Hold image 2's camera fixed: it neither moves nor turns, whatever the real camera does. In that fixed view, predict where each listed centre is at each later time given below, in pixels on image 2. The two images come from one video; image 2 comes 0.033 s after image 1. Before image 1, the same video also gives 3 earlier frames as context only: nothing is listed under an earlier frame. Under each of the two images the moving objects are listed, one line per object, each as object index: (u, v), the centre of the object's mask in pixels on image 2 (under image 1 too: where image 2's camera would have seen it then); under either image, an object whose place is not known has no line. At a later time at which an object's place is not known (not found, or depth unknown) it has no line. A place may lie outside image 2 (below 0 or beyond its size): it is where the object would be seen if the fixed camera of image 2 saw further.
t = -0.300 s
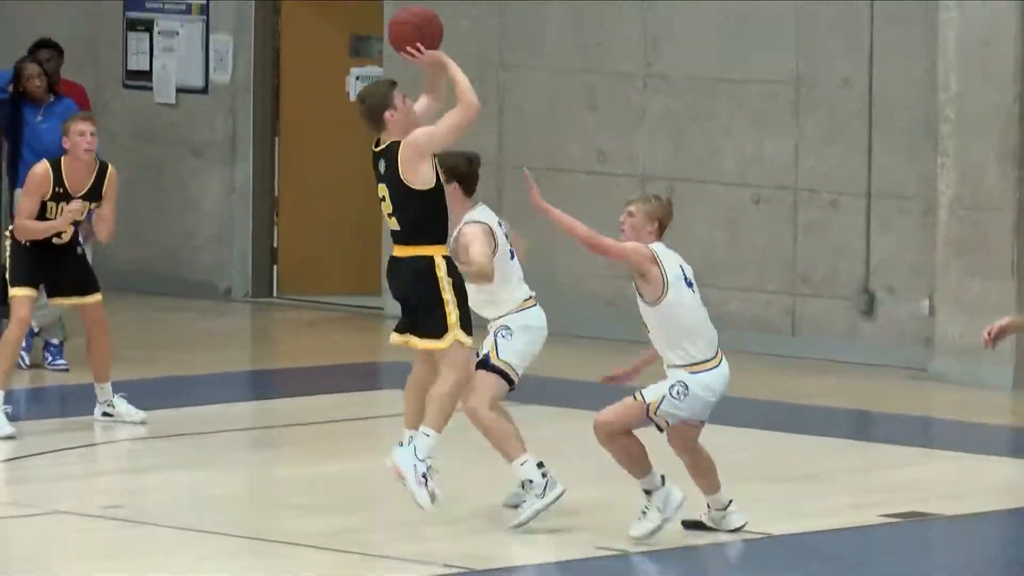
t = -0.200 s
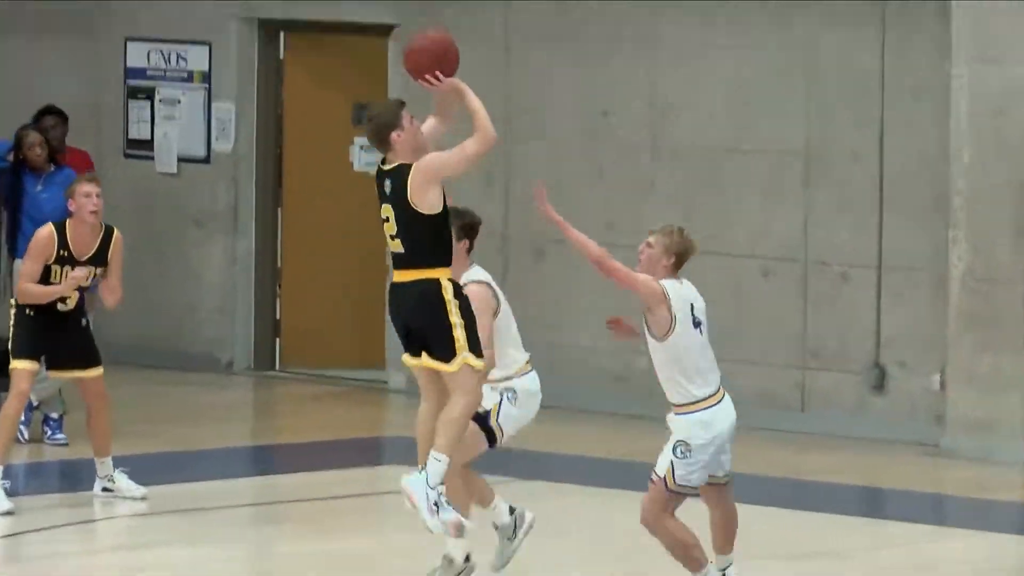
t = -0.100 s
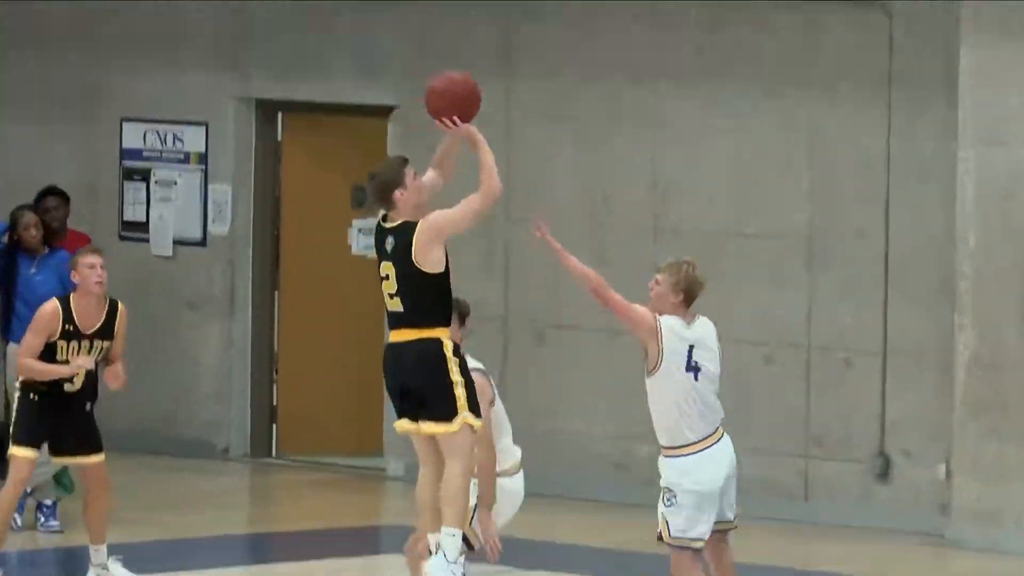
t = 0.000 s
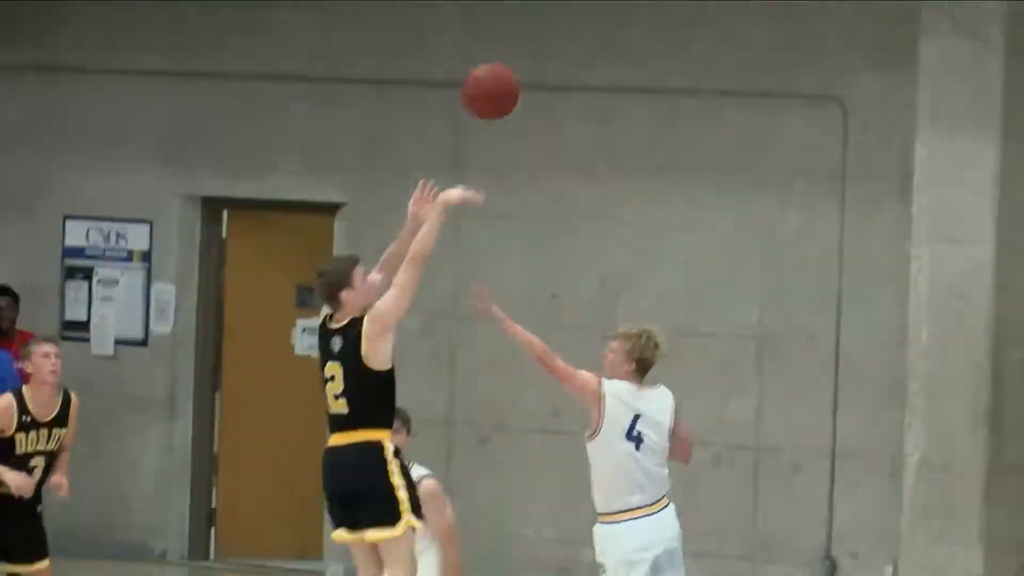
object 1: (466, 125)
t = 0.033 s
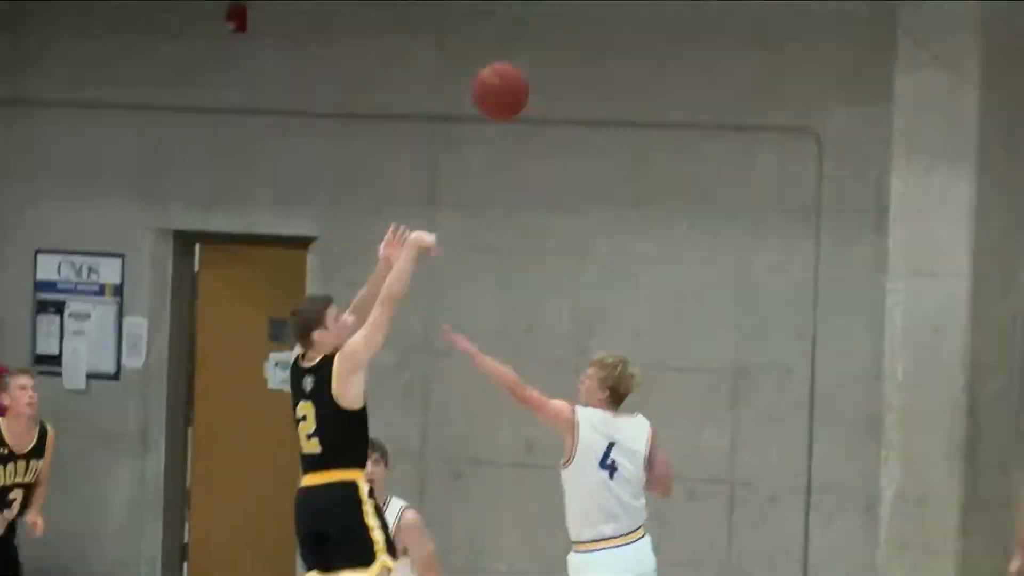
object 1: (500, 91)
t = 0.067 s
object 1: (534, 60)
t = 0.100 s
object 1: (569, 32)
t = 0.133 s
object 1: (603, 7)
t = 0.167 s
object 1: (638, -15)
